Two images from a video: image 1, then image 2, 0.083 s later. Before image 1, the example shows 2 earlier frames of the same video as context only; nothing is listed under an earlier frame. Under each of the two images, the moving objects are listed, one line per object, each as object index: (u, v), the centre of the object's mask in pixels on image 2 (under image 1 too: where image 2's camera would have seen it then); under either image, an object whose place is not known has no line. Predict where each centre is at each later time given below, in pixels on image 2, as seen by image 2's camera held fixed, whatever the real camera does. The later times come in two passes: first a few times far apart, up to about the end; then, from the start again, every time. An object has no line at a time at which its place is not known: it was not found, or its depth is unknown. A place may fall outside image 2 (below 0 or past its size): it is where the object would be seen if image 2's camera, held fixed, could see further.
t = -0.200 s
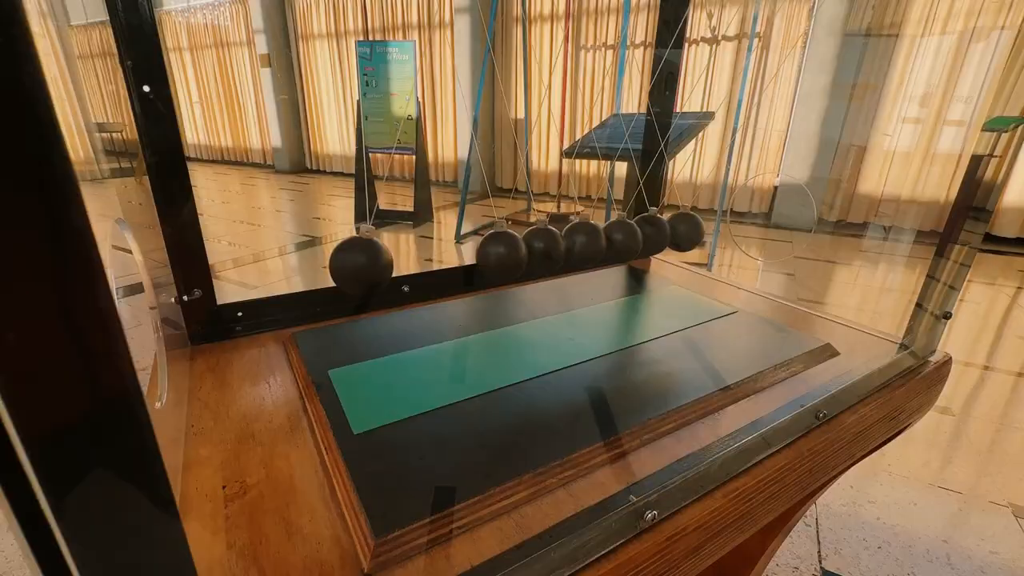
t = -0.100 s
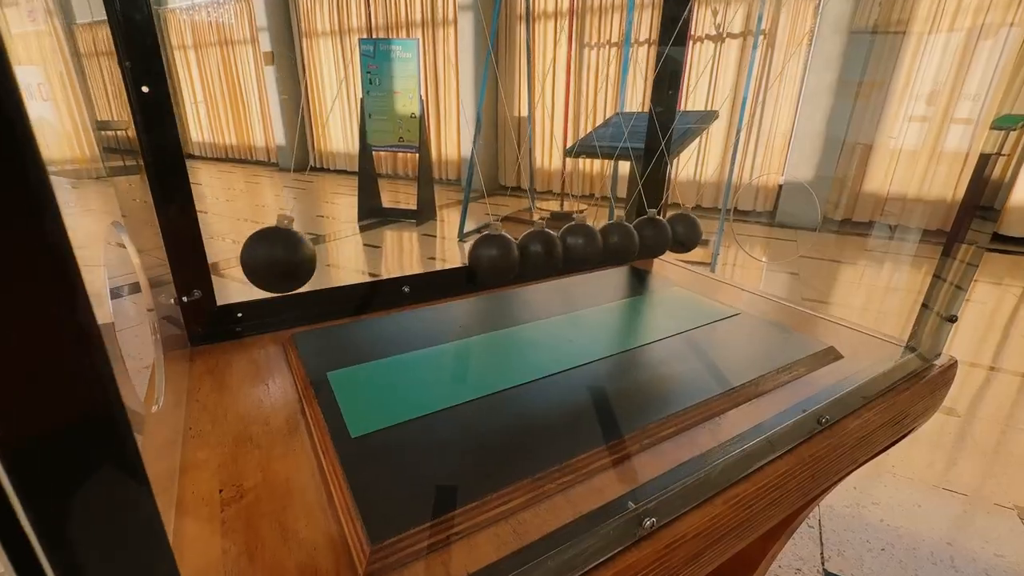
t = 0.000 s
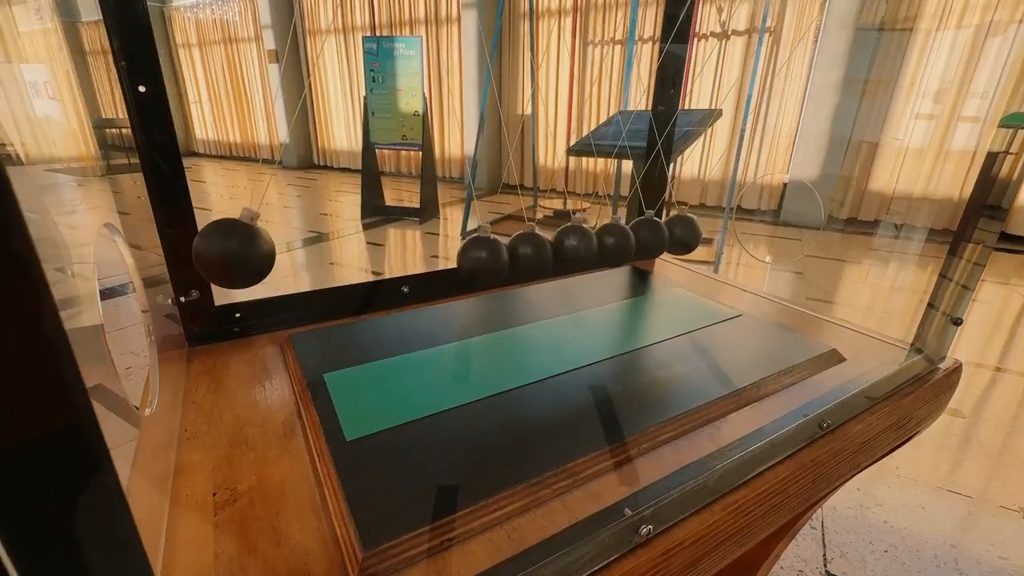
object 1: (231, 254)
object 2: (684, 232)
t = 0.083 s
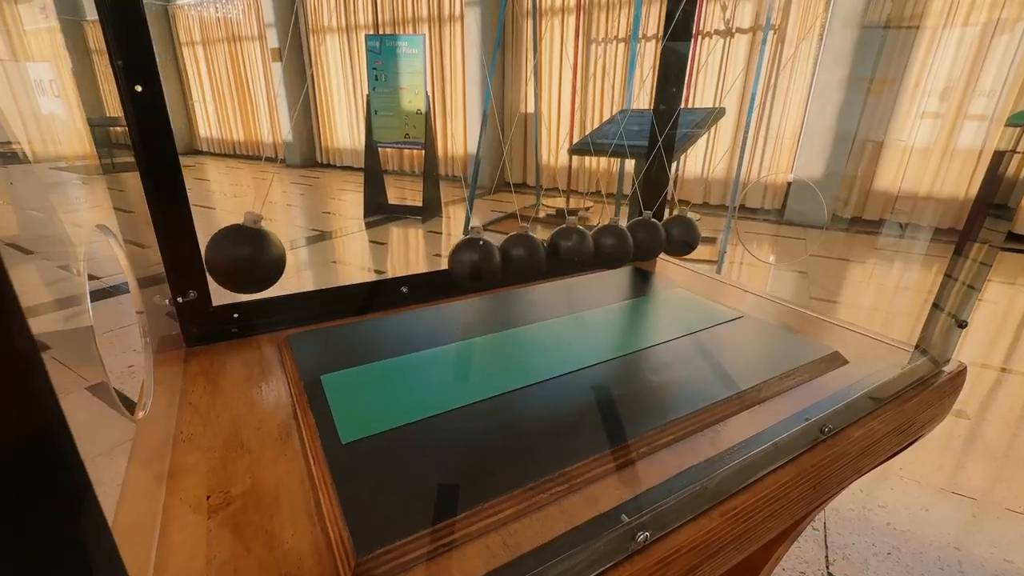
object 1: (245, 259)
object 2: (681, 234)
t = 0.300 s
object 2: (674, 236)
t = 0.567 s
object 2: (752, 205)
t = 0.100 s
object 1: (253, 261)
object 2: (680, 234)
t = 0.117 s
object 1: (262, 264)
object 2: (679, 235)
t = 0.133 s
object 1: (274, 266)
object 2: (678, 235)
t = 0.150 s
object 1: (286, 268)
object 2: (677, 235)
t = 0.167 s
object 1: (299, 271)
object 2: (677, 235)
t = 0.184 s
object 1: (314, 273)
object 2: (676, 235)
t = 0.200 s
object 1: (329, 275)
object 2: (676, 235)
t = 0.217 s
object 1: (344, 276)
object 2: (676, 235)
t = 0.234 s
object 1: (357, 275)
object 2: (675, 235)
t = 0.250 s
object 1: (373, 277)
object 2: (675, 236)
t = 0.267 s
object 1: (388, 277)
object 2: (675, 236)
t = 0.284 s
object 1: (404, 276)
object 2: (674, 236)
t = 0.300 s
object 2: (674, 236)
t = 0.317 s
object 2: (679, 235)
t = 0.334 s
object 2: (686, 235)
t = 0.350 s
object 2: (694, 233)
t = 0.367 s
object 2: (700, 230)
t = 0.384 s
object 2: (706, 228)
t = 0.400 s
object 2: (713, 226)
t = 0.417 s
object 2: (718, 224)
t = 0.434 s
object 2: (724, 221)
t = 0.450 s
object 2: (729, 219)
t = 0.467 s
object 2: (733, 216)
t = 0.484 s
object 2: (738, 214)
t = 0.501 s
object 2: (742, 211)
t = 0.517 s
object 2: (745, 209)
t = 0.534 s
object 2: (748, 207)
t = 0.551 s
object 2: (750, 206)
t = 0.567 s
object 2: (752, 205)
